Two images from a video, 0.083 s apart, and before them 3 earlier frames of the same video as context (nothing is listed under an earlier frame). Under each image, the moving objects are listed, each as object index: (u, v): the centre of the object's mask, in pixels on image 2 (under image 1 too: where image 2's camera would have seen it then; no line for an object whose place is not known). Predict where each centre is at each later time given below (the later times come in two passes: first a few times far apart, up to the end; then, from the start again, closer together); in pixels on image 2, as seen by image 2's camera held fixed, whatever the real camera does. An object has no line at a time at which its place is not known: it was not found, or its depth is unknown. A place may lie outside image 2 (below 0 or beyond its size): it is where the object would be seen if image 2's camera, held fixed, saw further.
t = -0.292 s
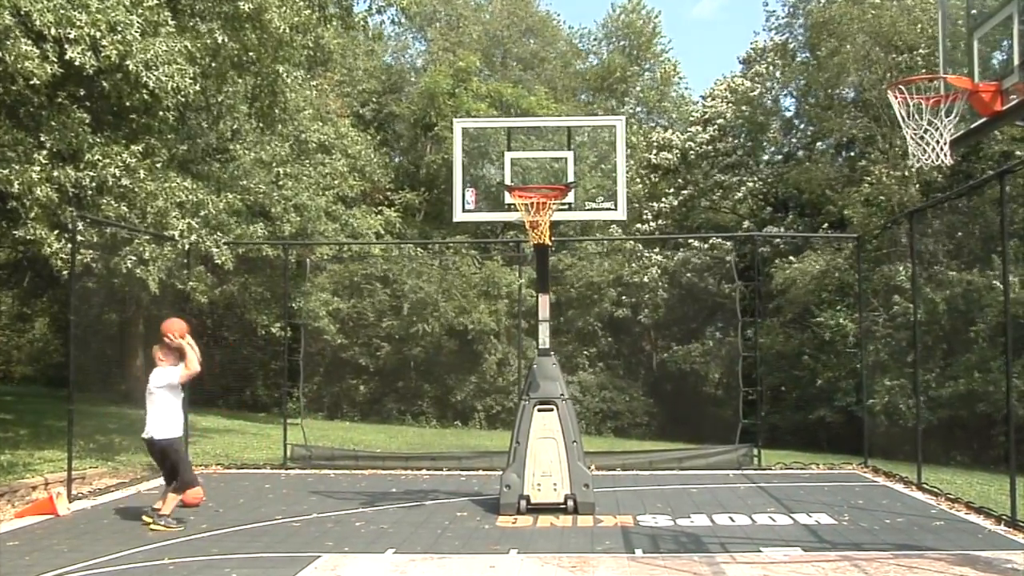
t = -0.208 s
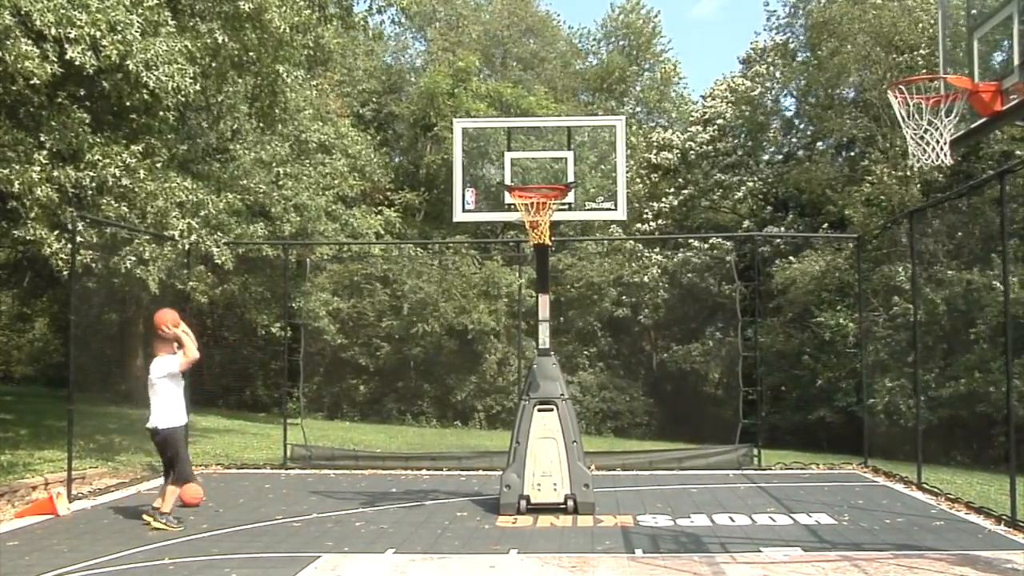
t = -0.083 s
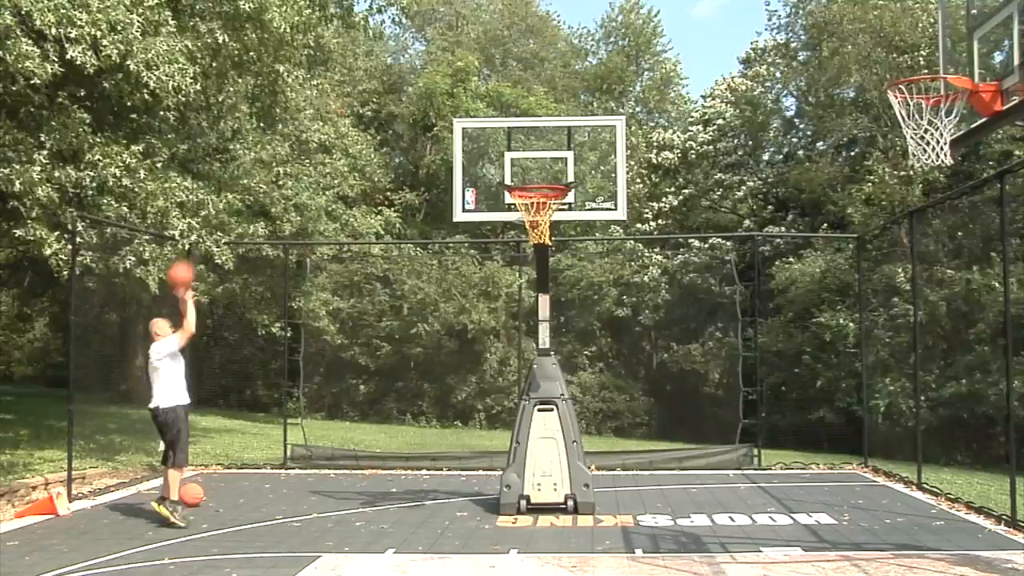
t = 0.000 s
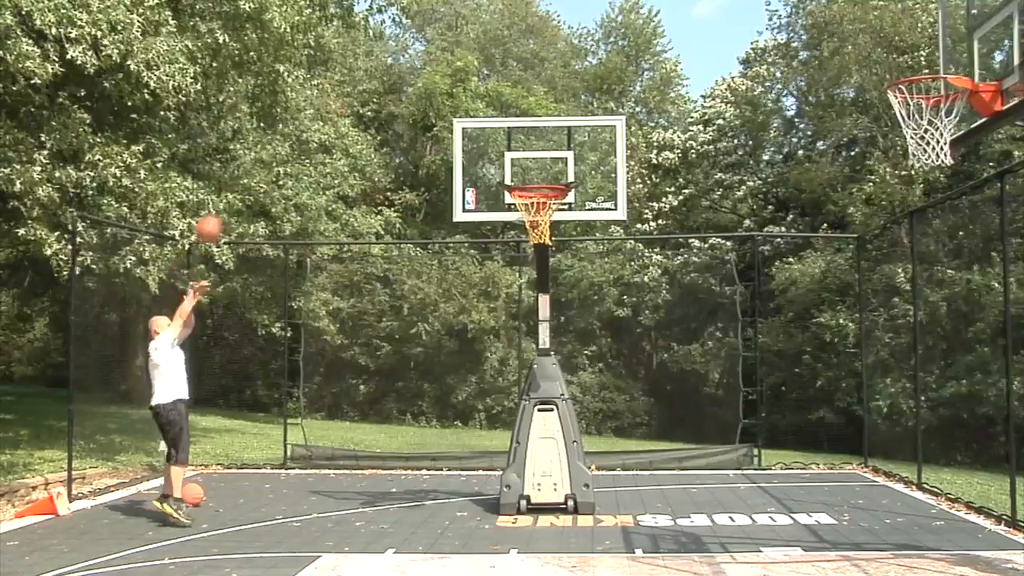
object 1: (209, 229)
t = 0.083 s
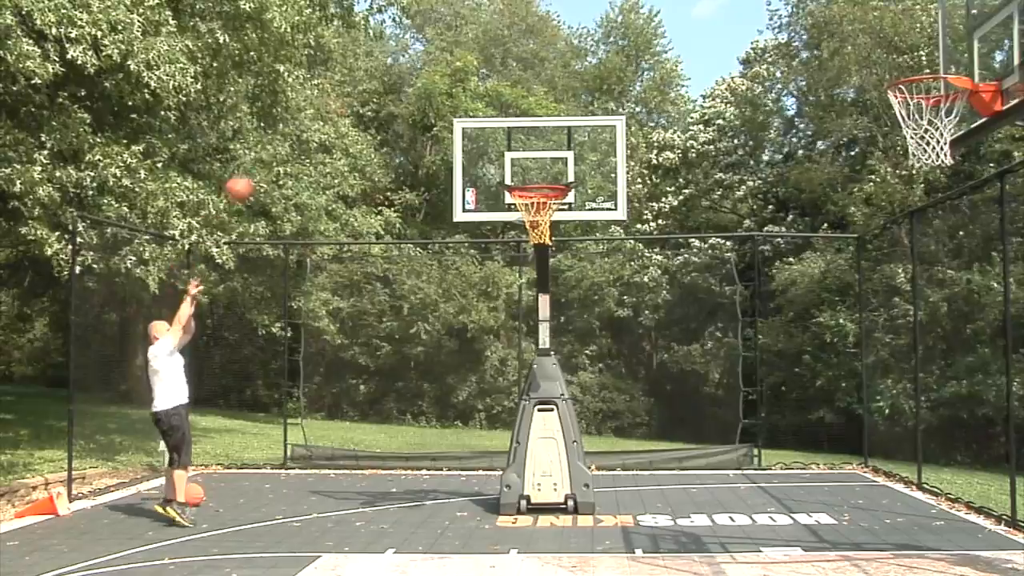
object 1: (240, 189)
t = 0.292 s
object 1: (312, 121)
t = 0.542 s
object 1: (402, 102)
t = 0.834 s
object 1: (511, 166)
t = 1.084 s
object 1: (564, 224)
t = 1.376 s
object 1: (563, 283)
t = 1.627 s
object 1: (571, 416)
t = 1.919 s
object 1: (560, 435)
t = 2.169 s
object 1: (536, 346)
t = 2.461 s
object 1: (514, 335)
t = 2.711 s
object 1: (499, 401)
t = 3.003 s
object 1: (483, 490)
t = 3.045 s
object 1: (480, 471)
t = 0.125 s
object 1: (254, 172)
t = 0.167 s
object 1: (269, 155)
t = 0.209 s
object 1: (283, 142)
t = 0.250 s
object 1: (297, 131)
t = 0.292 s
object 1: (312, 121)
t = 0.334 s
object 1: (328, 113)
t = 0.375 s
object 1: (343, 107)
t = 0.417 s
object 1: (357, 103)
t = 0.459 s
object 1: (372, 101)
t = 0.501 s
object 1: (387, 101)
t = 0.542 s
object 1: (402, 102)
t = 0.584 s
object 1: (418, 105)
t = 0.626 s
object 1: (433, 111)
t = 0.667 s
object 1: (447, 118)
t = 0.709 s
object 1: (464, 128)
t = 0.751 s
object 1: (480, 139)
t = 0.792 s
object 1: (494, 150)
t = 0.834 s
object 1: (511, 166)
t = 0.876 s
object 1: (527, 178)
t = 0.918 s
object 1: (542, 201)
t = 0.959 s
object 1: (549, 217)
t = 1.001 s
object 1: (561, 215)
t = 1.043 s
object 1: (560, 215)
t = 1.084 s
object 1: (564, 224)
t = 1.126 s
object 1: (563, 226)
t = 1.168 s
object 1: (562, 228)
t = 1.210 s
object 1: (561, 232)
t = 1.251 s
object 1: (563, 243)
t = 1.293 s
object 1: (563, 254)
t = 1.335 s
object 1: (562, 267)
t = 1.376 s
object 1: (563, 283)
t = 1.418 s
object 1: (564, 301)
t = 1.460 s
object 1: (565, 319)
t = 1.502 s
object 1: (567, 341)
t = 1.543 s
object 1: (568, 364)
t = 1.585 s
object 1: (569, 389)
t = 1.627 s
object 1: (571, 416)
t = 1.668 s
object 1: (572, 445)
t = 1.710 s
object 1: (574, 475)
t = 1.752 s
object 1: (574, 509)
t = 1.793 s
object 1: (573, 507)
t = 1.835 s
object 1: (568, 481)
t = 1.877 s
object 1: (564, 457)
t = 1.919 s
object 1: (560, 435)
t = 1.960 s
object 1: (555, 415)
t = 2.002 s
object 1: (551, 397)
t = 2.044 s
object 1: (548, 381)
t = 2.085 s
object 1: (544, 367)
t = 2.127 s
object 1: (539, 357)
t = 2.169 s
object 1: (536, 346)
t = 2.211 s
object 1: (533, 338)
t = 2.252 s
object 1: (530, 333)
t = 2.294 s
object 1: (526, 330)
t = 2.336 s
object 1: (523, 328)
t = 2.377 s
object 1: (520, 329)
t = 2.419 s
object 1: (517, 331)
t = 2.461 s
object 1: (514, 335)
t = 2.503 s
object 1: (511, 341)
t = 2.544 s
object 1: (508, 349)
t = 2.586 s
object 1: (505, 359)
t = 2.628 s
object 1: (504, 371)
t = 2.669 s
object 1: (501, 385)
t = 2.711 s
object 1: (499, 401)
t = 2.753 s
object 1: (496, 419)
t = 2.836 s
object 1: (491, 460)
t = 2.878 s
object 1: (488, 485)
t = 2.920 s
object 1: (487, 511)
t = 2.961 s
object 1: (485, 511)
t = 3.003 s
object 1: (483, 490)
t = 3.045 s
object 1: (480, 471)
